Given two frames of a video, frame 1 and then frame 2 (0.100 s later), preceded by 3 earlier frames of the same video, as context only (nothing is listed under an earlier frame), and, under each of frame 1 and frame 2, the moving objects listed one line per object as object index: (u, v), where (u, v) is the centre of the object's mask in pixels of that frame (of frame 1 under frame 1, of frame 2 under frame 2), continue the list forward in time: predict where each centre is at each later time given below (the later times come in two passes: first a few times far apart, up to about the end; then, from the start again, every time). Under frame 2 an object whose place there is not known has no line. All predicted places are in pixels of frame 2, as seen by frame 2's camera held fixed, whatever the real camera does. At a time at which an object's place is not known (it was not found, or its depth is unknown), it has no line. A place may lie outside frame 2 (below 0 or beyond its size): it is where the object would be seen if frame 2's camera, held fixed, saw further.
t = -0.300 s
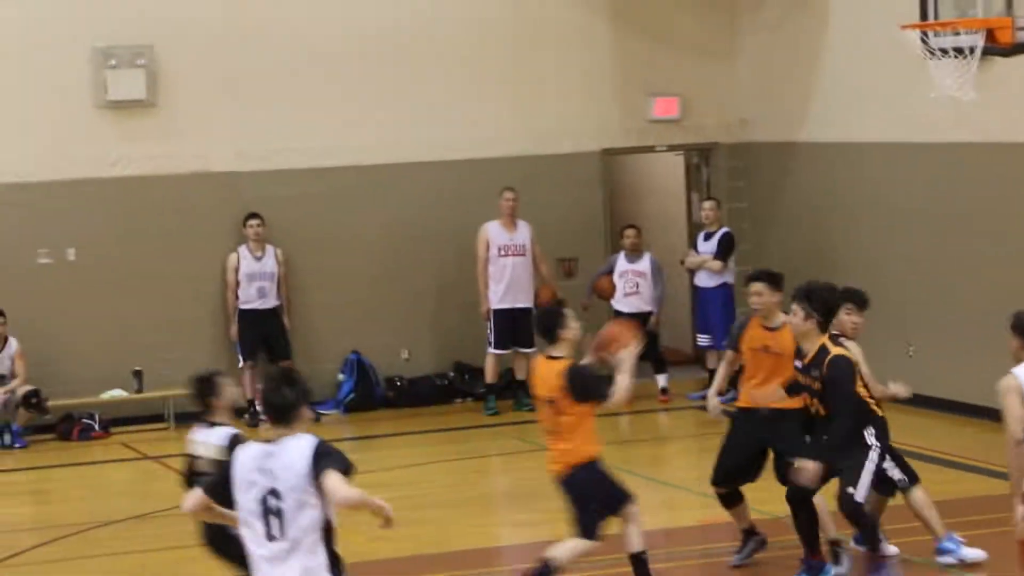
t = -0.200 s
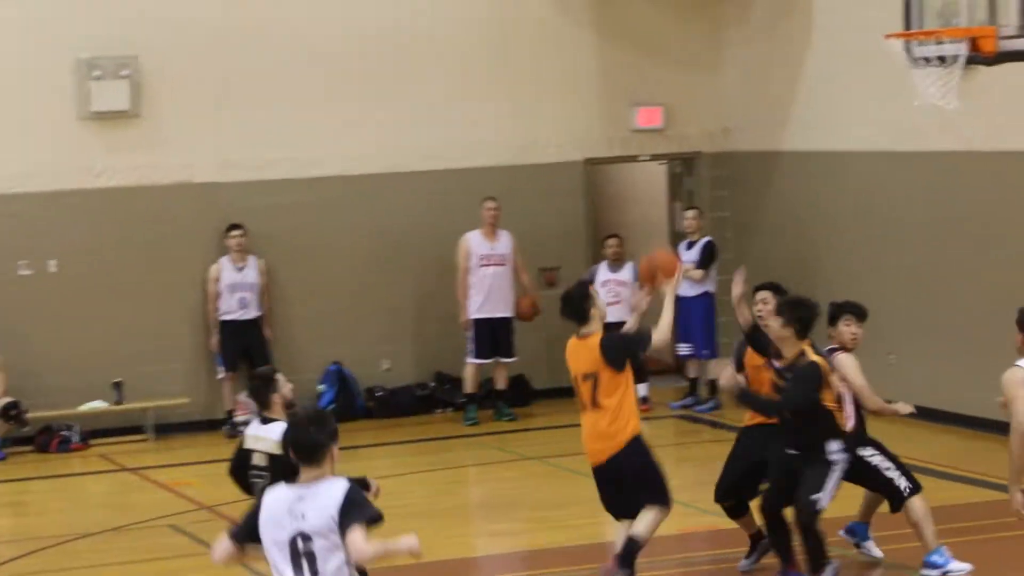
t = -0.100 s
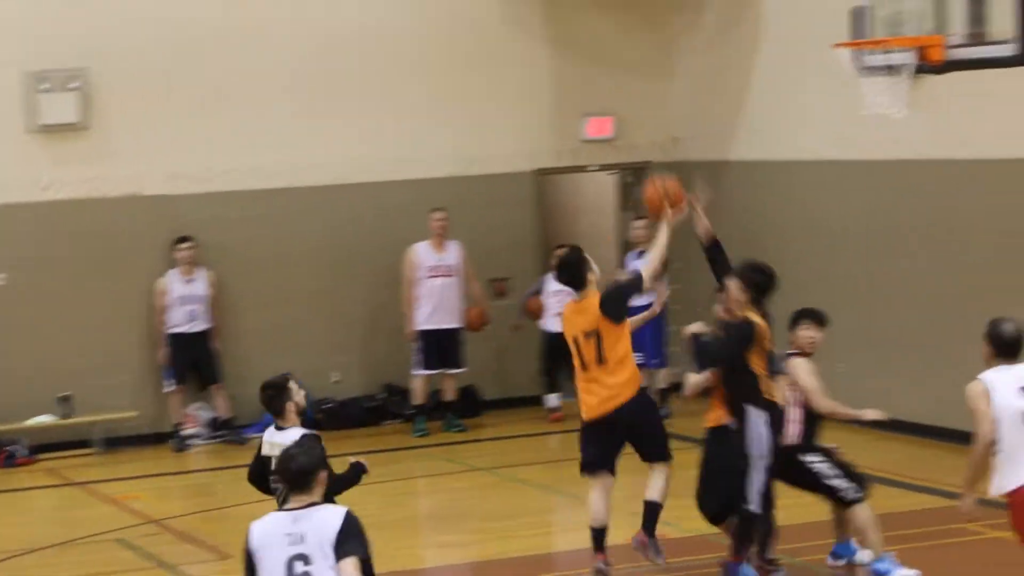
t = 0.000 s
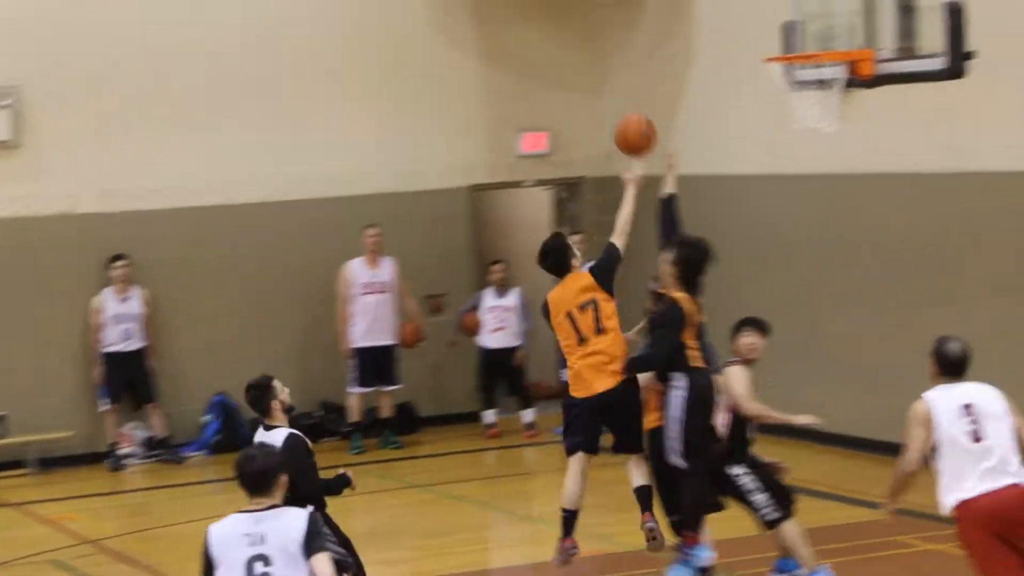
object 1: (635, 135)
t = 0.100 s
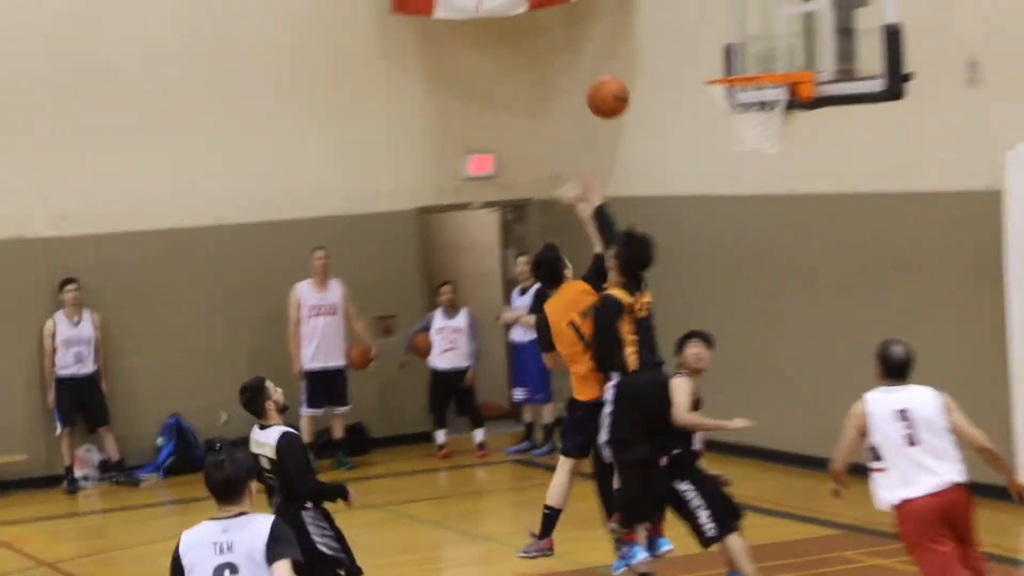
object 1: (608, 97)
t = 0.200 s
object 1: (633, 54)
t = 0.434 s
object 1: (701, 25)
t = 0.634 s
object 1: (762, 54)
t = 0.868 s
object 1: (832, 54)
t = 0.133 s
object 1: (618, 81)
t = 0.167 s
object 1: (625, 66)
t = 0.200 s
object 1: (633, 54)
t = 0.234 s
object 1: (642, 45)
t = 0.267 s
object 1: (651, 37)
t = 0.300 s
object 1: (660, 31)
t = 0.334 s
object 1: (670, 26)
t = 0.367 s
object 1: (681, 24)
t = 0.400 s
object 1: (690, 24)
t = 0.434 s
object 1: (701, 25)
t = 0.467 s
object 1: (712, 29)
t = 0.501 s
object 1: (722, 34)
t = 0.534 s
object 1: (731, 41)
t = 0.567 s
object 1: (741, 51)
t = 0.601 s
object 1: (753, 60)
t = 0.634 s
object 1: (762, 54)
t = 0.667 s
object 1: (771, 48)
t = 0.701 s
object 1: (780, 44)
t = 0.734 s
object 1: (790, 42)
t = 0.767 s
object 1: (800, 42)
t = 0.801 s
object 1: (809, 44)
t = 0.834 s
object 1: (821, 47)
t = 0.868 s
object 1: (832, 54)
